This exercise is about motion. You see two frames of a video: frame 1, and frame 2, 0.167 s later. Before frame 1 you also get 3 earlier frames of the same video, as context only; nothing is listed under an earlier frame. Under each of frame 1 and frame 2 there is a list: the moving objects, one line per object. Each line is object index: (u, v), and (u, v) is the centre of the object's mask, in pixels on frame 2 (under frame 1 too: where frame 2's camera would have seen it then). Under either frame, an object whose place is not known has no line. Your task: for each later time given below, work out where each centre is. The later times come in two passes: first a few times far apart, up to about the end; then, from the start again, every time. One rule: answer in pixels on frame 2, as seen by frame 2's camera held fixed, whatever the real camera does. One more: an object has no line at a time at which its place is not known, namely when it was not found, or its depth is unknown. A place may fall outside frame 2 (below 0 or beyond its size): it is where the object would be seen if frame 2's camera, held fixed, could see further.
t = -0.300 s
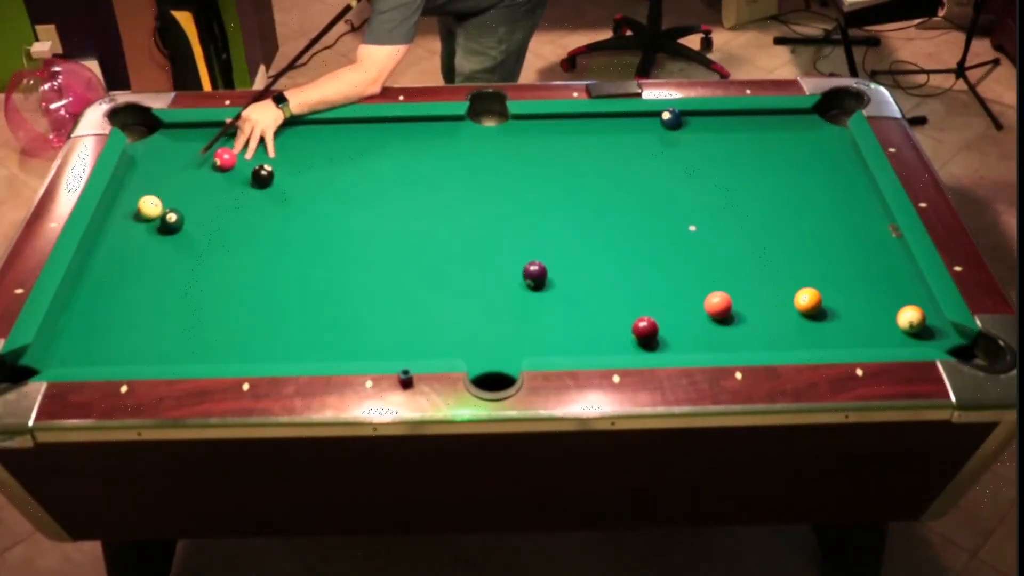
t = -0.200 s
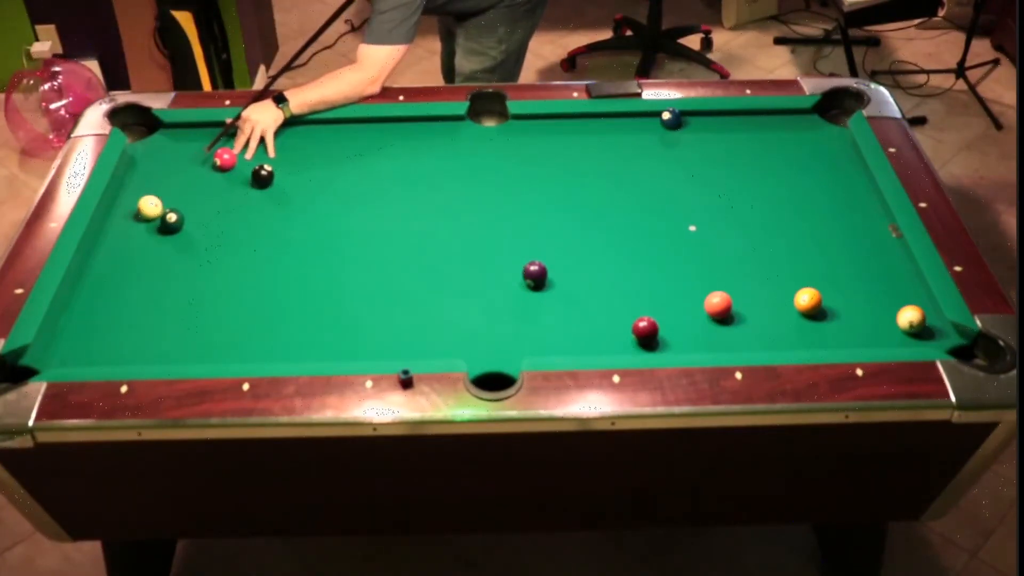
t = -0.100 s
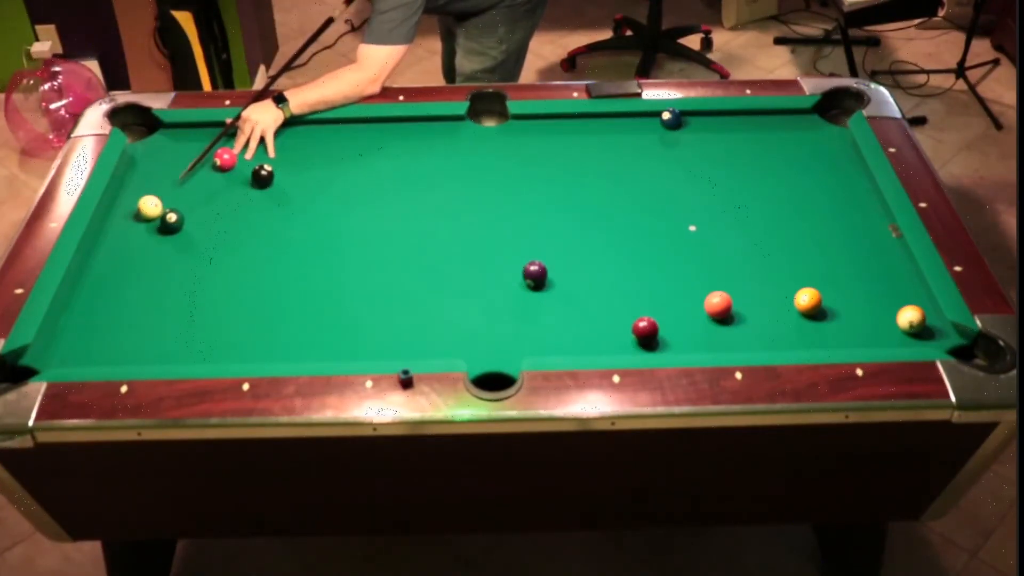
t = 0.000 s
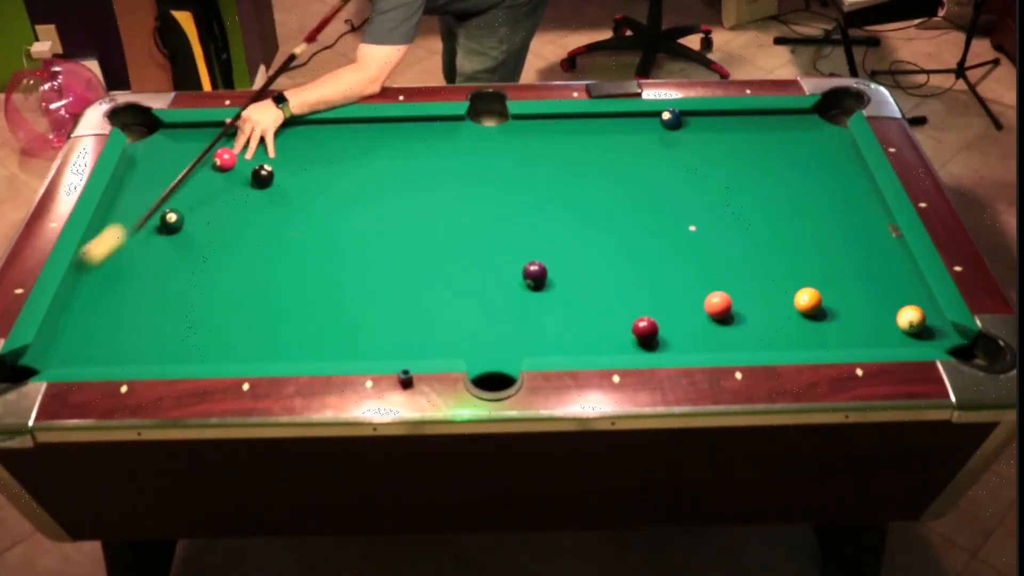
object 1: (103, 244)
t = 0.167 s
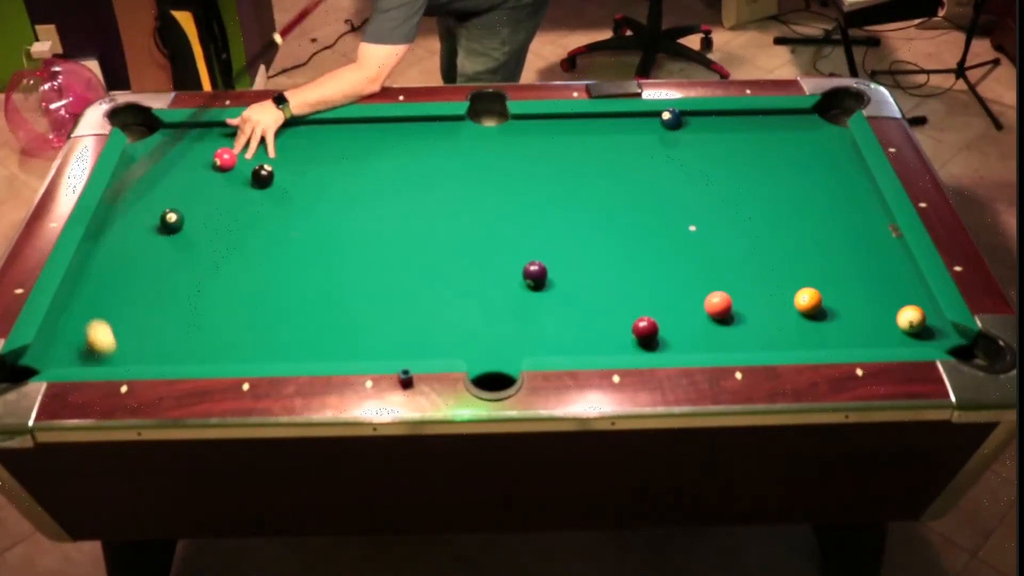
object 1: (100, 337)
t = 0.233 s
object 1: (124, 351)
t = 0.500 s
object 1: (275, 275)
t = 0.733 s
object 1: (388, 219)
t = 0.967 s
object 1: (487, 171)
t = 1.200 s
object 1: (574, 128)
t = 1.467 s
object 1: (642, 133)
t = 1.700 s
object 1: (695, 151)
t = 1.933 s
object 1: (749, 169)
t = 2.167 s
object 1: (802, 186)
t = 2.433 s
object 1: (864, 206)
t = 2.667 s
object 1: (861, 221)
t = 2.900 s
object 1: (837, 234)
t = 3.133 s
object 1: (812, 246)
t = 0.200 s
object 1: (106, 352)
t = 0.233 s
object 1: (124, 351)
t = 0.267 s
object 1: (145, 341)
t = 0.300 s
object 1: (165, 331)
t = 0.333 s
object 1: (184, 322)
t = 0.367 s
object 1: (203, 312)
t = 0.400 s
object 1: (222, 303)
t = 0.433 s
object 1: (240, 293)
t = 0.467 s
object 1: (258, 284)
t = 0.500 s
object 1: (275, 275)
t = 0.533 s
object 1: (292, 267)
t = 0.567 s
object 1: (309, 259)
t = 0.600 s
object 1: (325, 250)
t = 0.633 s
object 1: (342, 242)
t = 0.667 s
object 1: (358, 234)
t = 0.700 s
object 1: (373, 226)
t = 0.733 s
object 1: (388, 219)
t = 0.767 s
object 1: (403, 212)
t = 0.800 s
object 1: (418, 204)
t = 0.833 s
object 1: (432, 197)
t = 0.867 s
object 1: (447, 190)
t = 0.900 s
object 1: (461, 184)
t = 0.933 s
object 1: (474, 177)
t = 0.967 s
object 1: (487, 171)
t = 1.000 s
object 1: (501, 164)
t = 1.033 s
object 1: (514, 158)
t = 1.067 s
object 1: (526, 152)
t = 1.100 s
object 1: (539, 146)
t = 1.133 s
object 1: (551, 140)
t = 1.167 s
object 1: (563, 134)
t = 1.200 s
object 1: (574, 128)
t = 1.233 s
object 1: (586, 123)
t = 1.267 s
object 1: (597, 118)
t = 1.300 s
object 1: (605, 121)
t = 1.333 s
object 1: (612, 123)
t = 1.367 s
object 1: (619, 126)
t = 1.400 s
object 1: (627, 128)
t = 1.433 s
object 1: (635, 131)
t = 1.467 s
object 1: (642, 133)
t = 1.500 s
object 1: (650, 136)
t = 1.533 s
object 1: (657, 138)
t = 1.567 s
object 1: (665, 141)
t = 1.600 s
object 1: (672, 143)
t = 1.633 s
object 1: (680, 146)
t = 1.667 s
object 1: (687, 148)
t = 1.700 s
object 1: (695, 151)
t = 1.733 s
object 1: (703, 153)
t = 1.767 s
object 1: (710, 156)
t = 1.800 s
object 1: (718, 158)
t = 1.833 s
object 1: (726, 161)
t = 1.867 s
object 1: (733, 163)
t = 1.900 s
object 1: (741, 166)
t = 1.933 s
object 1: (749, 169)
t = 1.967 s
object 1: (756, 171)
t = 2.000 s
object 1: (764, 174)
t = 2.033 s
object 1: (772, 176)
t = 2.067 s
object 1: (779, 178)
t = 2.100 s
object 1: (787, 181)
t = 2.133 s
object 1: (795, 184)
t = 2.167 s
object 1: (802, 186)
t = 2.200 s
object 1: (810, 189)
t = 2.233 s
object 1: (818, 191)
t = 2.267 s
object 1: (825, 194)
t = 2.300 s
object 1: (833, 196)
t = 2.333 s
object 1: (840, 199)
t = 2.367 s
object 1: (848, 201)
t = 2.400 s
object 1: (856, 204)
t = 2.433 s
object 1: (864, 206)
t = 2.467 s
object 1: (872, 209)
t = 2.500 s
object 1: (878, 212)
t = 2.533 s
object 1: (876, 214)
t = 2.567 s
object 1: (872, 215)
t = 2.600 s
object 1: (869, 217)
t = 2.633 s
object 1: (865, 219)
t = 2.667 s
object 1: (861, 221)
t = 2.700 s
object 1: (858, 223)
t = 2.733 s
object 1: (854, 225)
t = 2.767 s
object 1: (851, 227)
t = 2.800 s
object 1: (847, 228)
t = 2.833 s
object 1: (843, 230)
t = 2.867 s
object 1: (840, 232)
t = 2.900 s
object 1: (837, 234)
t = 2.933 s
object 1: (833, 235)
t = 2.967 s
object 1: (829, 237)
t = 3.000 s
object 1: (826, 239)
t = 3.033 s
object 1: (823, 241)
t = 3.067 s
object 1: (819, 243)
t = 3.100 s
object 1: (815, 244)
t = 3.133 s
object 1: (812, 246)
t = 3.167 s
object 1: (809, 248)
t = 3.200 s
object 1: (805, 250)
